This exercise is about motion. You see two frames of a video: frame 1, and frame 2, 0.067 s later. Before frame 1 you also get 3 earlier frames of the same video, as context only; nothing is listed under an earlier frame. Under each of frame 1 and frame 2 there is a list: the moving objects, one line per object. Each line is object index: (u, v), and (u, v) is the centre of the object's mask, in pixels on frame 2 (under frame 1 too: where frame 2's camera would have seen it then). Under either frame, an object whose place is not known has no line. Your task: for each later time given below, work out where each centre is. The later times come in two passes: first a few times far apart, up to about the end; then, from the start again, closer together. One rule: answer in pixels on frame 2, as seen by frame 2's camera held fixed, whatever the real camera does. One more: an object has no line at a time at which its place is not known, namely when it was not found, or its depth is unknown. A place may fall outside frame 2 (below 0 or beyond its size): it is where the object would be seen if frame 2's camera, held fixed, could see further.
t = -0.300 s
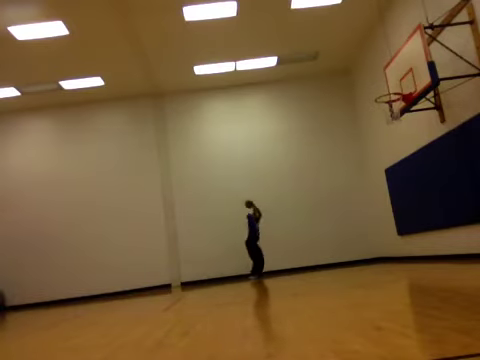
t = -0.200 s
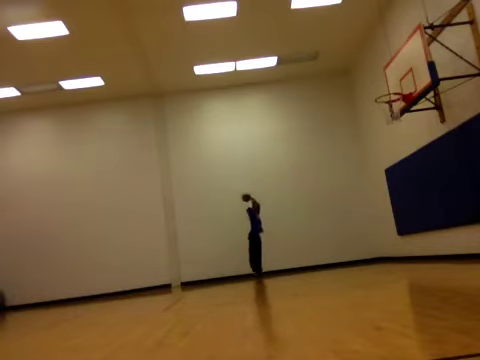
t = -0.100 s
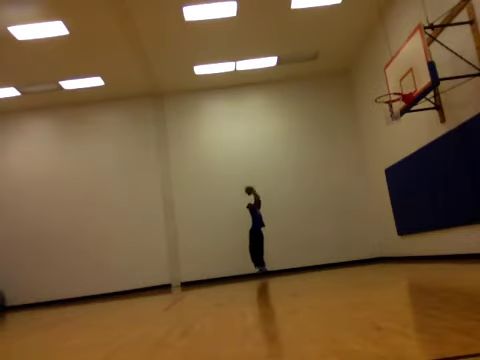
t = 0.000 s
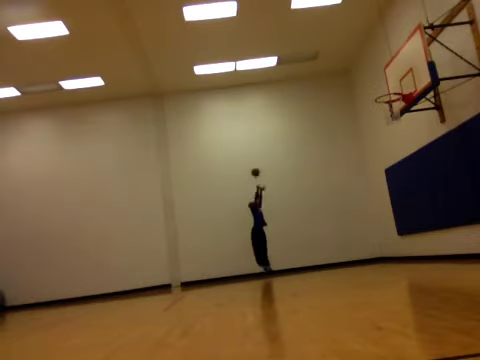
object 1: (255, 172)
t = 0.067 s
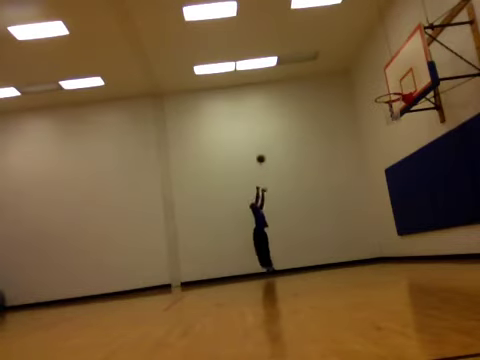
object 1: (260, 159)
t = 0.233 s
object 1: (276, 129)
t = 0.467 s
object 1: (304, 100)
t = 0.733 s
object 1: (349, 88)
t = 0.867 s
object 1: (378, 94)
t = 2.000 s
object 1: (390, 182)
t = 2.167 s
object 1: (383, 186)
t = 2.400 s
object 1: (377, 217)
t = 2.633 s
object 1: (373, 259)
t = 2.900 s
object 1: (357, 229)
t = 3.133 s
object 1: (348, 231)
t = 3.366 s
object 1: (344, 259)
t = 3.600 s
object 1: (334, 249)
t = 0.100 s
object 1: (263, 152)
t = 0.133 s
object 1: (266, 146)
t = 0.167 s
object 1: (269, 141)
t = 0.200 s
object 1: (272, 135)
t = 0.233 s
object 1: (276, 129)
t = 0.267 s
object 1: (279, 124)
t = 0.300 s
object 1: (283, 119)
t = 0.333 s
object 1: (287, 115)
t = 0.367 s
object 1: (291, 110)
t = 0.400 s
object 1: (295, 106)
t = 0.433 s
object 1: (299, 103)
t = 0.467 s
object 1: (304, 100)
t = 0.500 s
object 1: (309, 97)
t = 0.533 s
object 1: (314, 95)
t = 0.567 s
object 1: (319, 92)
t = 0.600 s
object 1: (324, 91)
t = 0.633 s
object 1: (330, 89)
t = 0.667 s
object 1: (336, 88)
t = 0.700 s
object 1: (342, 88)
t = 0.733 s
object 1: (349, 88)
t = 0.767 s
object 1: (356, 89)
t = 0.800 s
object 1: (363, 89)
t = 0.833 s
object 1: (371, 91)
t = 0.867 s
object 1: (378, 94)
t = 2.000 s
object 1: (390, 182)
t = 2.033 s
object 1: (384, 183)
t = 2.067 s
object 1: (384, 183)
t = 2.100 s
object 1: (383, 183)
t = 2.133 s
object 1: (383, 185)
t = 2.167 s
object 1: (383, 186)
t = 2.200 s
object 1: (382, 189)
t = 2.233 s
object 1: (380, 192)
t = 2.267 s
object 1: (379, 196)
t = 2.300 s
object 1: (378, 201)
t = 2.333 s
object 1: (378, 205)
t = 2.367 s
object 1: (377, 211)
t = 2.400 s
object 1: (377, 217)
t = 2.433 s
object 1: (376, 224)
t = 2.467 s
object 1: (376, 231)
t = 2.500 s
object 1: (376, 239)
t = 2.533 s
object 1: (376, 247)
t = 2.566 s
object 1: (376, 254)
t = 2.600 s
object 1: (377, 267)
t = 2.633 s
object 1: (373, 259)
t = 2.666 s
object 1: (371, 255)
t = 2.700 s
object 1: (369, 248)
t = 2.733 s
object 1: (367, 243)
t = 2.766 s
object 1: (364, 239)
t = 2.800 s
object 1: (362, 236)
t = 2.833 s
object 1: (360, 233)
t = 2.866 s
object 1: (358, 231)
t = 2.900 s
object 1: (357, 229)
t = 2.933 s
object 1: (355, 227)
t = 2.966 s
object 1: (354, 227)
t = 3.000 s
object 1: (352, 226)
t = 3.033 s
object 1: (351, 227)
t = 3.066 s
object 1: (350, 228)
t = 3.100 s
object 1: (349, 230)
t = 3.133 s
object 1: (348, 231)
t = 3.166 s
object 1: (347, 234)
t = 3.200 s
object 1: (346, 237)
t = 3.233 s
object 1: (345, 240)
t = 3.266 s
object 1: (345, 244)
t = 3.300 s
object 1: (344, 249)
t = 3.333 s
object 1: (344, 254)
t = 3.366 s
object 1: (344, 259)
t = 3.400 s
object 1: (344, 266)
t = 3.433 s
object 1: (342, 262)
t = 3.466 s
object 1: (341, 259)
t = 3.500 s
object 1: (339, 257)
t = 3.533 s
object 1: (337, 253)
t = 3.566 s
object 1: (335, 251)
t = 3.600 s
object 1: (334, 249)
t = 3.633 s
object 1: (332, 248)
